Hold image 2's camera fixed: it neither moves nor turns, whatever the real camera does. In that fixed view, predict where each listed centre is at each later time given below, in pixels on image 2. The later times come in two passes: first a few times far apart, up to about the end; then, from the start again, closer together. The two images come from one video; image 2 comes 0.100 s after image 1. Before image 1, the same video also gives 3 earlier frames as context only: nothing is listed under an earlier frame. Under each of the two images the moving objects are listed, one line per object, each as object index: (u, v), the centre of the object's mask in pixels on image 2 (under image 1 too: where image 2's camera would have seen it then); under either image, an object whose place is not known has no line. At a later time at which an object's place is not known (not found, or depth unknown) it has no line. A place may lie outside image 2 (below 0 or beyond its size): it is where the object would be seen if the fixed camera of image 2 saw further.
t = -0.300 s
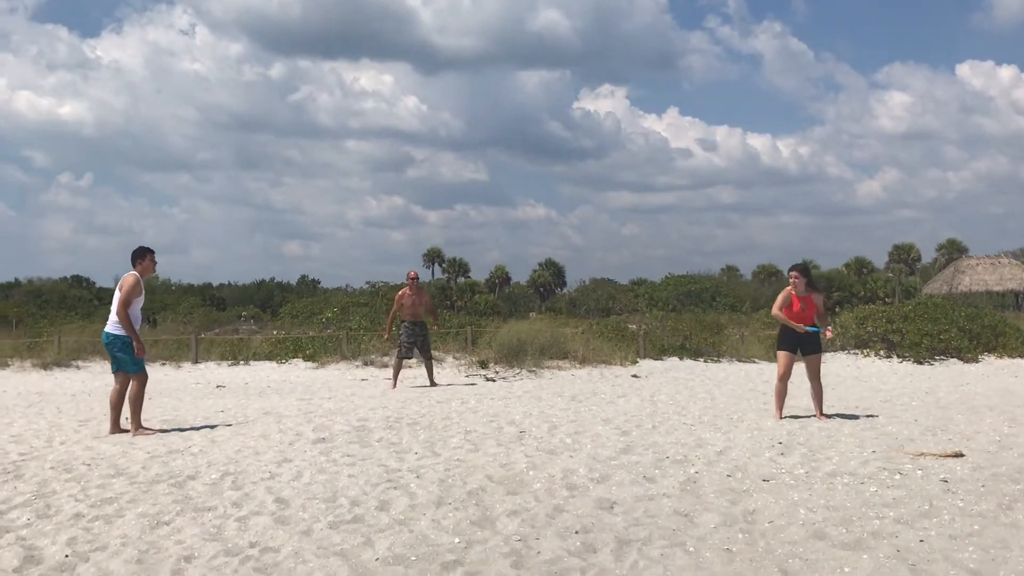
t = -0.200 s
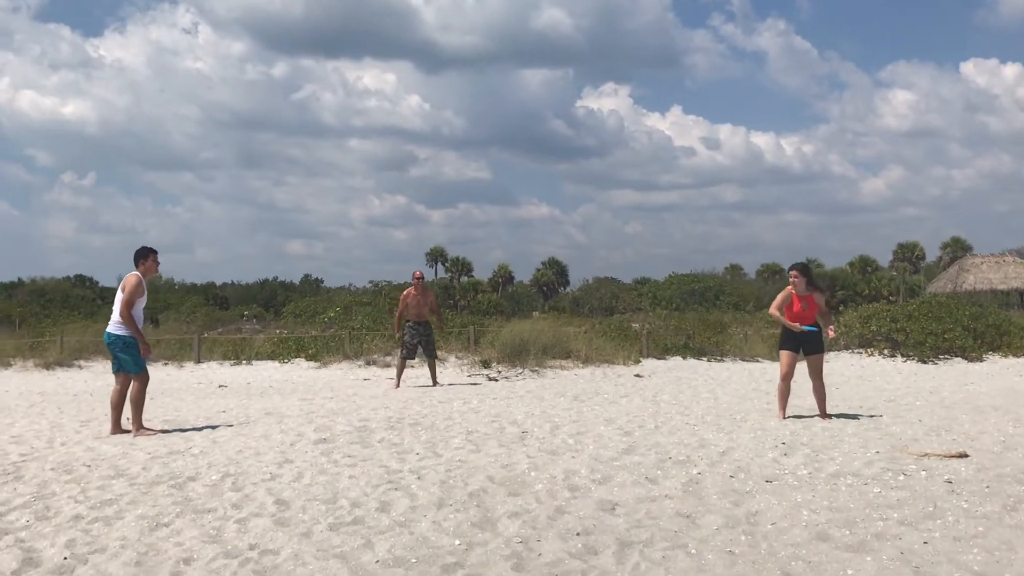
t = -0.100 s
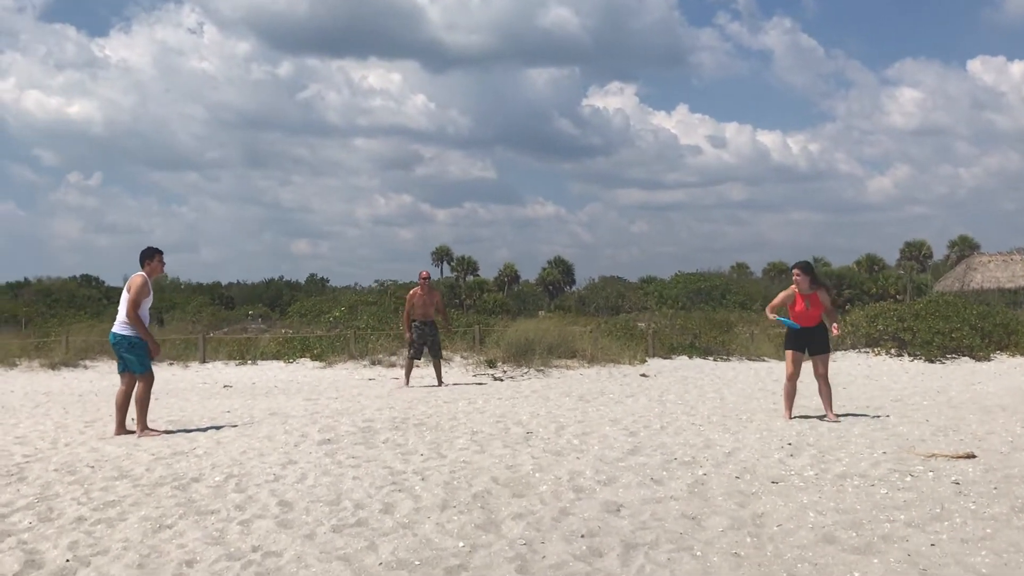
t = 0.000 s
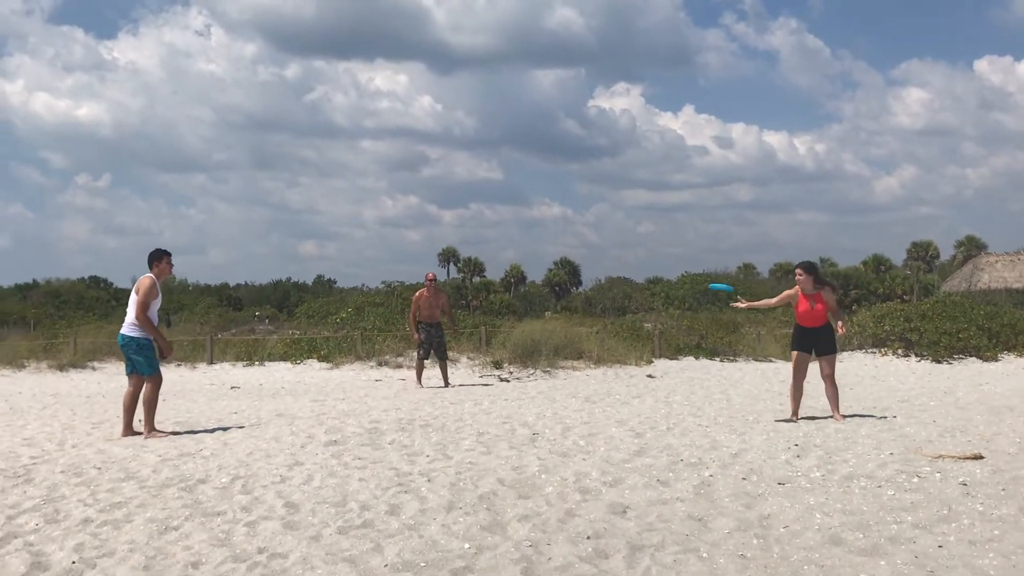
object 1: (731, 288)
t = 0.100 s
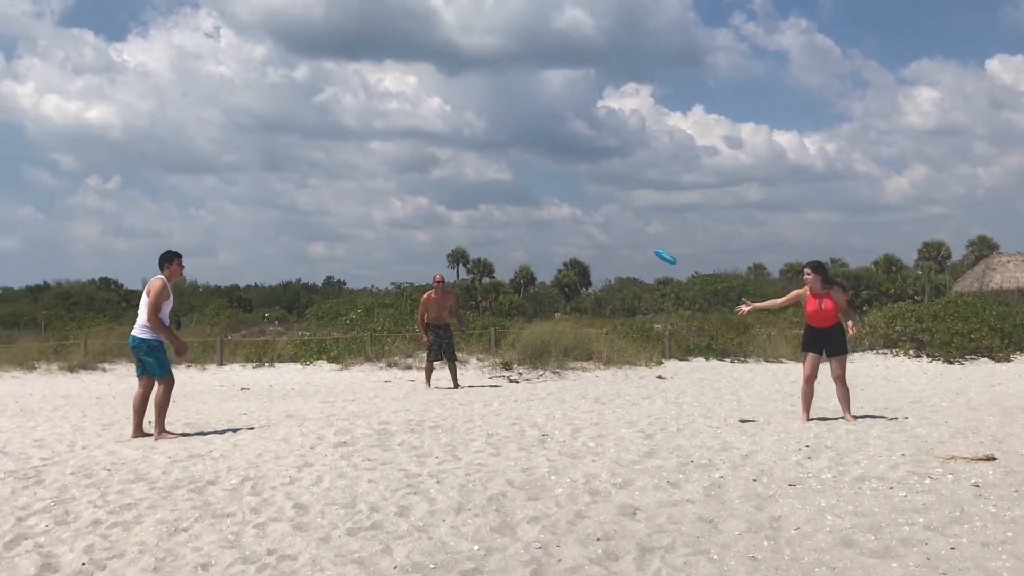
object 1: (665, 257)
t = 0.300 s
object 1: (567, 204)
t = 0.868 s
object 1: (438, 215)
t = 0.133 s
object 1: (646, 246)
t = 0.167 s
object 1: (629, 236)
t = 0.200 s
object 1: (611, 228)
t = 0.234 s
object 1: (595, 219)
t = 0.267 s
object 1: (581, 211)
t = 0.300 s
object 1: (567, 204)
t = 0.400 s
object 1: (531, 187)
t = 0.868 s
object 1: (438, 215)
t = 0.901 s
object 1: (434, 223)
